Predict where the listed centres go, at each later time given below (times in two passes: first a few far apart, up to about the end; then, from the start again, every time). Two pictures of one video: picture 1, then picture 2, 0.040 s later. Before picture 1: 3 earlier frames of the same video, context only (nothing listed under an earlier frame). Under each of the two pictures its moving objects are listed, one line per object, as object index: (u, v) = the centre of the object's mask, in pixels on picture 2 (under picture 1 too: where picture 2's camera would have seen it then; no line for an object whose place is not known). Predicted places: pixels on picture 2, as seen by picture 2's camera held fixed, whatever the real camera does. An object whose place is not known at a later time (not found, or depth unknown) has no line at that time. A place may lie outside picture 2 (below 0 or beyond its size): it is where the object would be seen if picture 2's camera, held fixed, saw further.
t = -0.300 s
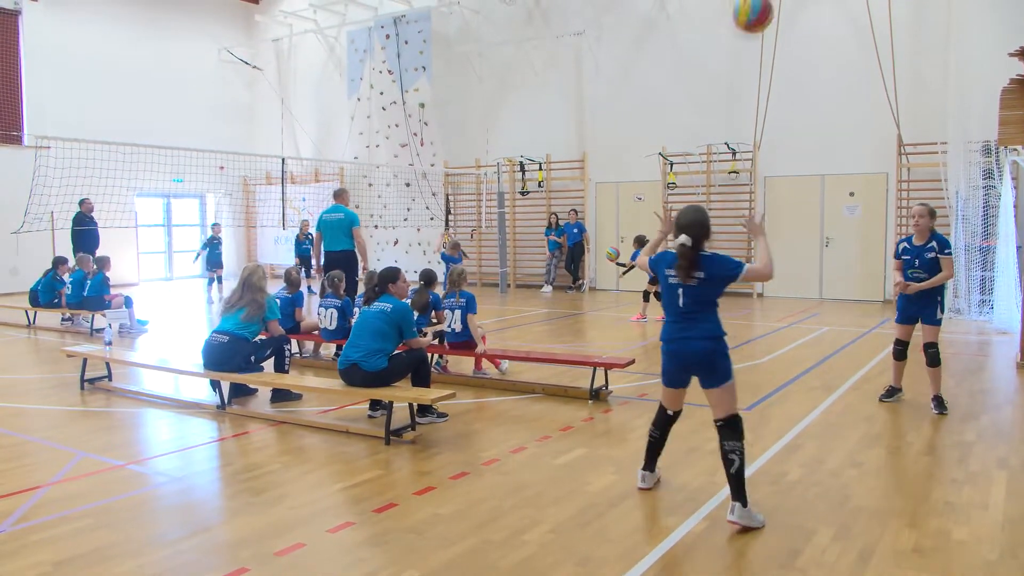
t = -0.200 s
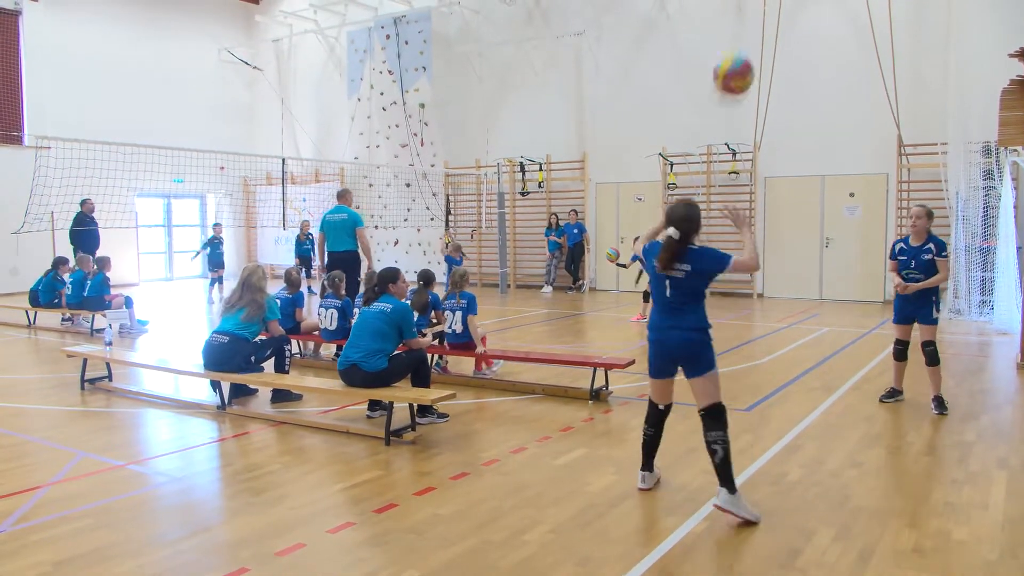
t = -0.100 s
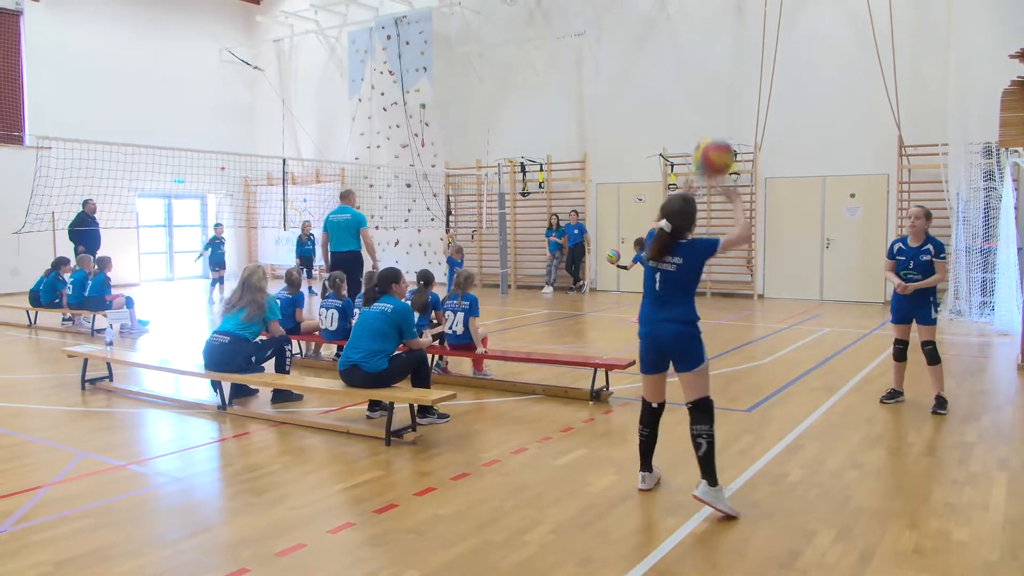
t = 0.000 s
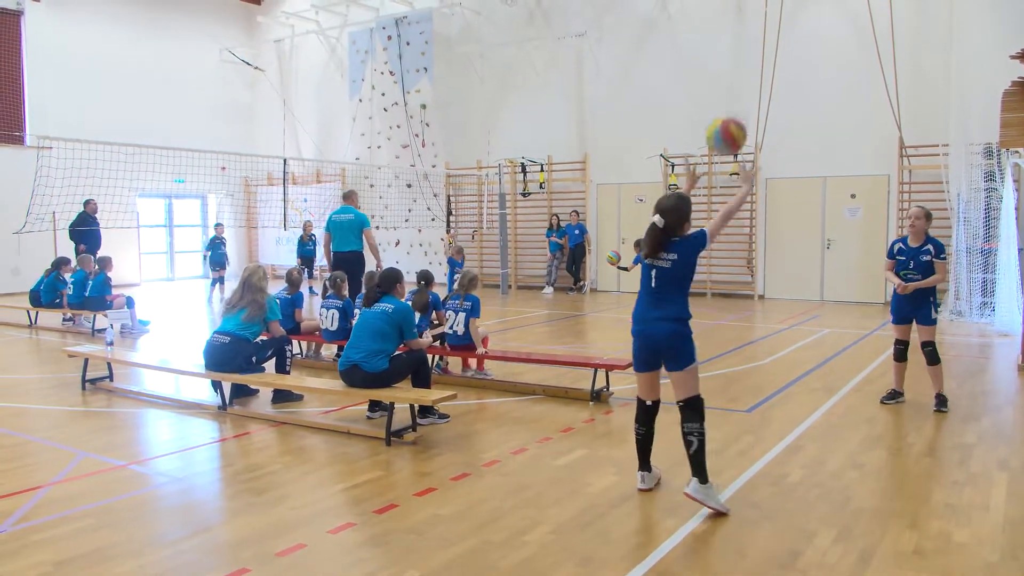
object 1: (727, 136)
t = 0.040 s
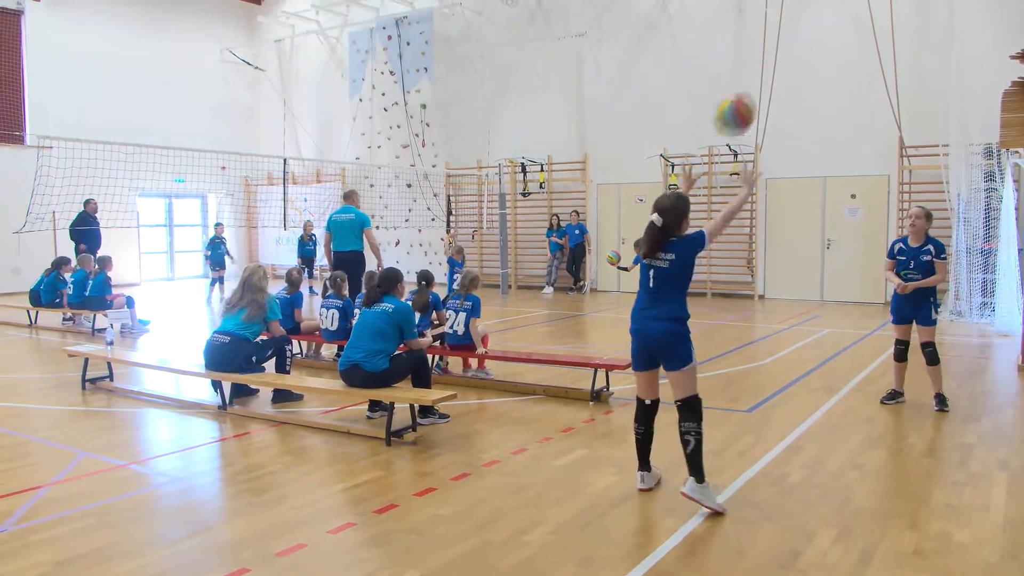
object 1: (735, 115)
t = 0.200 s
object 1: (764, 65)
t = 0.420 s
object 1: (797, 72)
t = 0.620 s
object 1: (821, 139)
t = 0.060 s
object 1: (739, 106)
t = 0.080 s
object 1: (743, 97)
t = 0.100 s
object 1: (747, 90)
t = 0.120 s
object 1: (750, 84)
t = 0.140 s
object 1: (753, 77)
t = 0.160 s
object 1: (758, 72)
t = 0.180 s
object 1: (761, 68)
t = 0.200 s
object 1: (764, 65)
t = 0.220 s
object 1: (767, 62)
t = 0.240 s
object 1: (770, 60)
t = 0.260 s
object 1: (774, 58)
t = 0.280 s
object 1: (777, 58)
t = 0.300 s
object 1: (780, 58)
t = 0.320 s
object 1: (783, 58)
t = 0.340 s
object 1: (786, 60)
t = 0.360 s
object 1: (789, 63)
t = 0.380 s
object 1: (792, 65)
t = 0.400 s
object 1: (794, 68)
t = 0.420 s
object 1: (797, 72)
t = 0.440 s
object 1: (800, 77)
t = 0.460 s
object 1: (802, 82)
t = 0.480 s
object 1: (805, 87)
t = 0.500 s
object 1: (808, 93)
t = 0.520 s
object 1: (810, 99)
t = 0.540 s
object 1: (813, 107)
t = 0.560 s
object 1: (815, 115)
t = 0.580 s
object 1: (817, 123)
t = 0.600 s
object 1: (819, 131)
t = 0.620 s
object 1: (821, 139)
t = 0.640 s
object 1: (823, 150)
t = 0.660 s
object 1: (826, 161)
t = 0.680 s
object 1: (827, 170)
